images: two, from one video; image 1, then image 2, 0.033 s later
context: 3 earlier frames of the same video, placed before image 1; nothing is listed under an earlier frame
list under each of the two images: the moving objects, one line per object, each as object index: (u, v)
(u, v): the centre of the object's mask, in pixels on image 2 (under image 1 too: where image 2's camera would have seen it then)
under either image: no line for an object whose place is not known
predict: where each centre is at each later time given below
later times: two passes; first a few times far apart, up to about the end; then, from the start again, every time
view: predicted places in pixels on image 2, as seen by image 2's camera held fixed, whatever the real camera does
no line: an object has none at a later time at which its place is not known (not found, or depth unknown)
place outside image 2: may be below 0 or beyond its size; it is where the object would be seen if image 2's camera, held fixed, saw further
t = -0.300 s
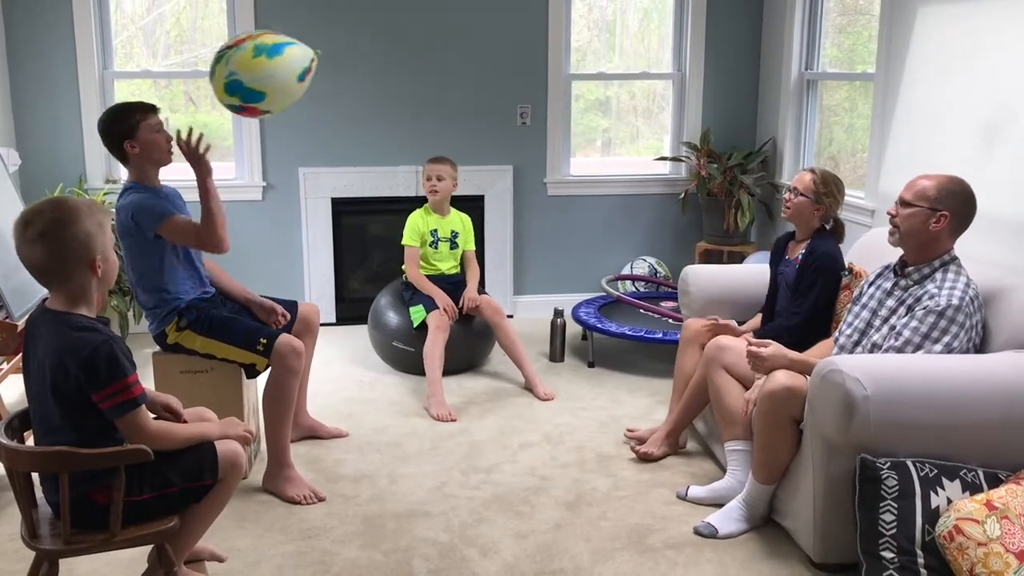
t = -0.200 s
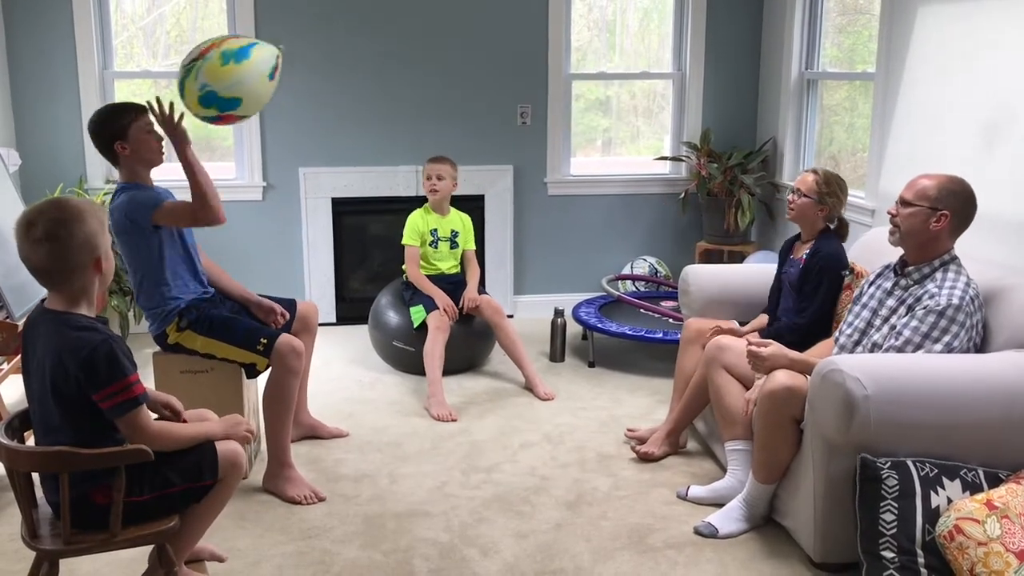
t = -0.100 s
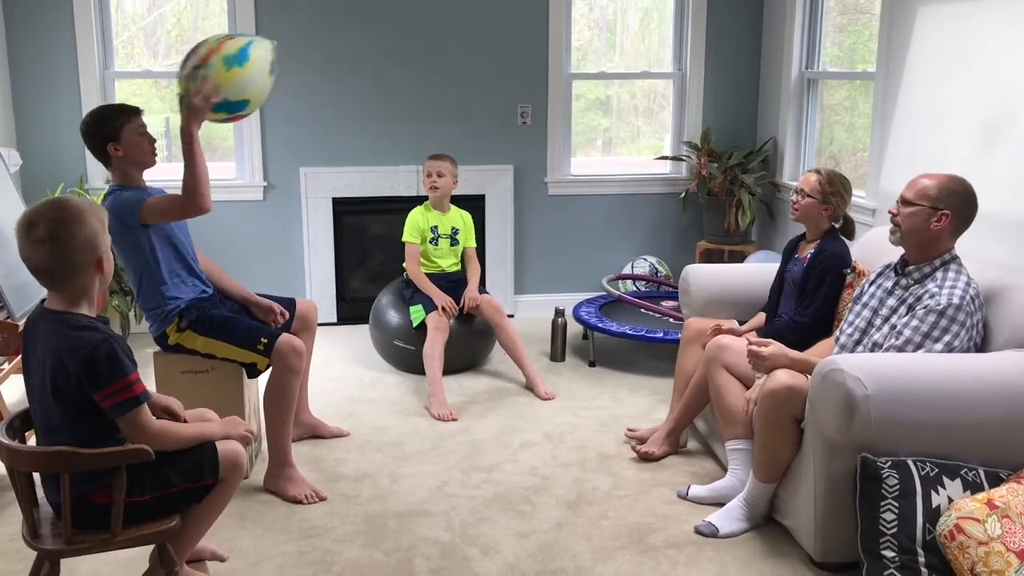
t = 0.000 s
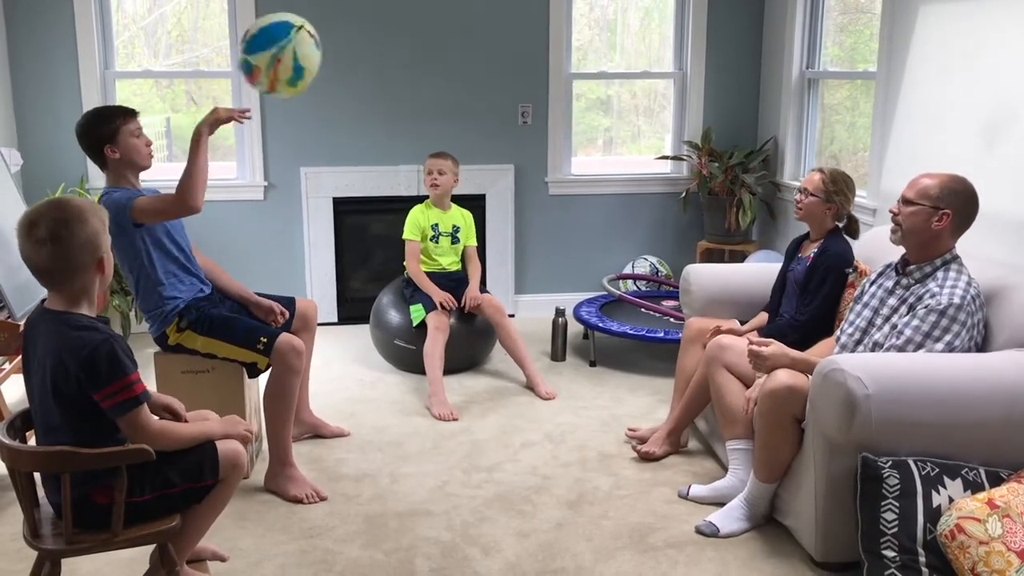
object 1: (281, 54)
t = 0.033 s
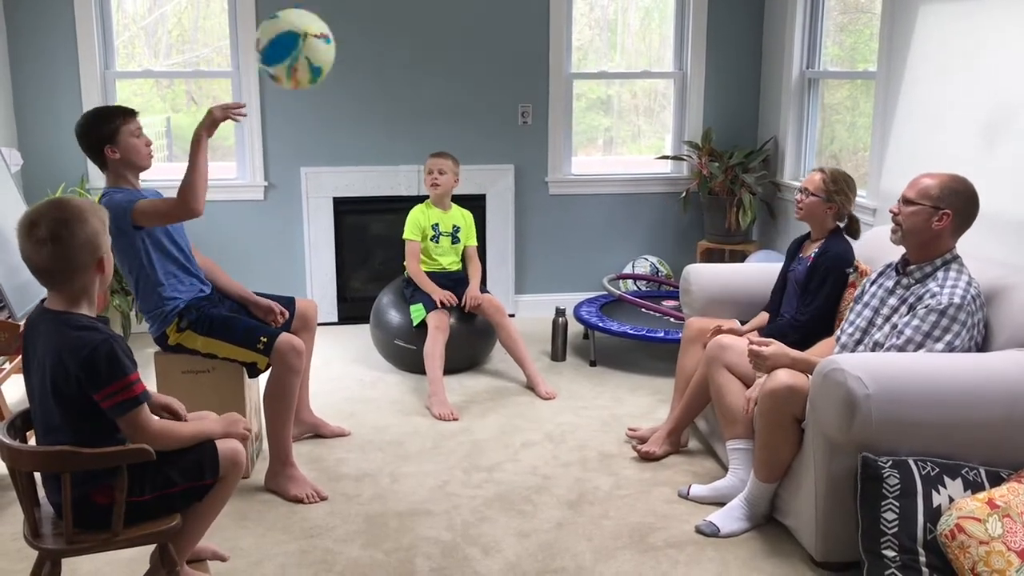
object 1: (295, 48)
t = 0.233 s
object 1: (371, 29)
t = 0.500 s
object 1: (441, 19)
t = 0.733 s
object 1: (485, 22)
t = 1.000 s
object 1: (521, 38)
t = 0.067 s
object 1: (309, 43)
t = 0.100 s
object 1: (323, 38)
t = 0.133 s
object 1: (335, 34)
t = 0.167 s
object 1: (348, 31)
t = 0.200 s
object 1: (360, 30)
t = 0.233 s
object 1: (371, 29)
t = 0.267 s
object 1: (382, 27)
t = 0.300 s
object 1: (392, 25)
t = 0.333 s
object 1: (402, 23)
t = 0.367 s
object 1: (410, 21)
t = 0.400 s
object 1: (418, 20)
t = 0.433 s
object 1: (426, 20)
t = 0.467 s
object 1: (434, 19)
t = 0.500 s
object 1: (441, 19)
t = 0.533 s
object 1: (448, 19)
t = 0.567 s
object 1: (455, 19)
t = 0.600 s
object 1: (461, 19)
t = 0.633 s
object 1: (467, 20)
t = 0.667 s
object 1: (474, 20)
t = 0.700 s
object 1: (479, 21)
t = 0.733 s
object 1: (485, 22)
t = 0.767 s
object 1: (491, 22)
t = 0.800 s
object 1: (495, 24)
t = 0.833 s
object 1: (500, 25)
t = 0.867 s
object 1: (505, 27)
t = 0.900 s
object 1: (509, 29)
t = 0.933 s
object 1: (513, 31)
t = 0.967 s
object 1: (517, 34)
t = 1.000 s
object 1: (521, 38)
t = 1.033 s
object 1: (524, 43)
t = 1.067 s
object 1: (527, 48)
